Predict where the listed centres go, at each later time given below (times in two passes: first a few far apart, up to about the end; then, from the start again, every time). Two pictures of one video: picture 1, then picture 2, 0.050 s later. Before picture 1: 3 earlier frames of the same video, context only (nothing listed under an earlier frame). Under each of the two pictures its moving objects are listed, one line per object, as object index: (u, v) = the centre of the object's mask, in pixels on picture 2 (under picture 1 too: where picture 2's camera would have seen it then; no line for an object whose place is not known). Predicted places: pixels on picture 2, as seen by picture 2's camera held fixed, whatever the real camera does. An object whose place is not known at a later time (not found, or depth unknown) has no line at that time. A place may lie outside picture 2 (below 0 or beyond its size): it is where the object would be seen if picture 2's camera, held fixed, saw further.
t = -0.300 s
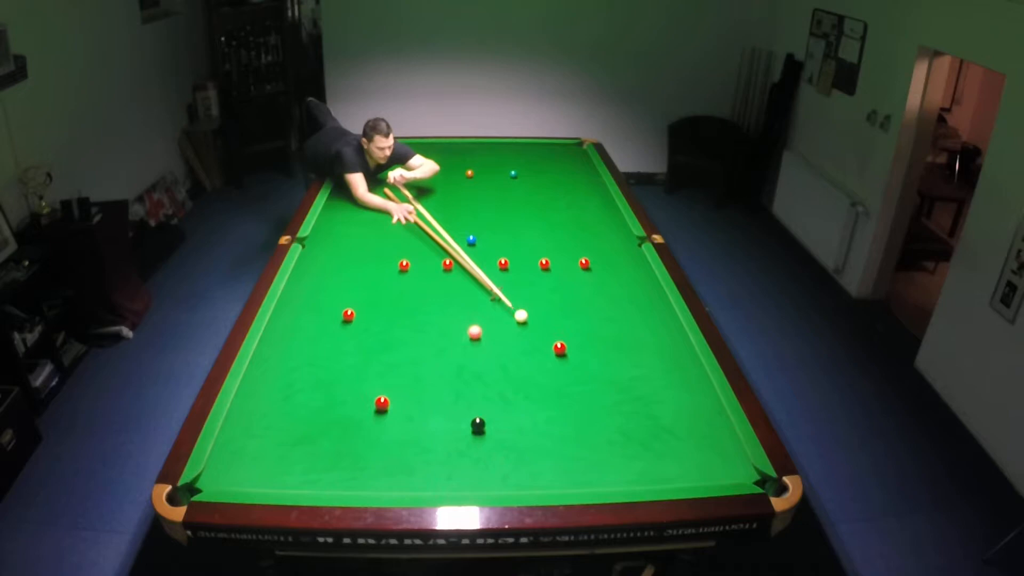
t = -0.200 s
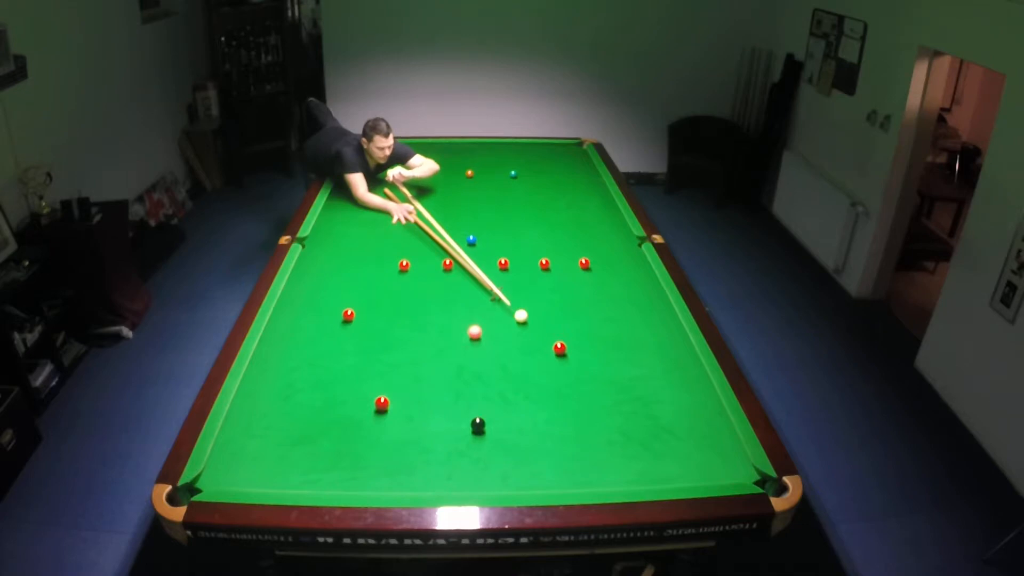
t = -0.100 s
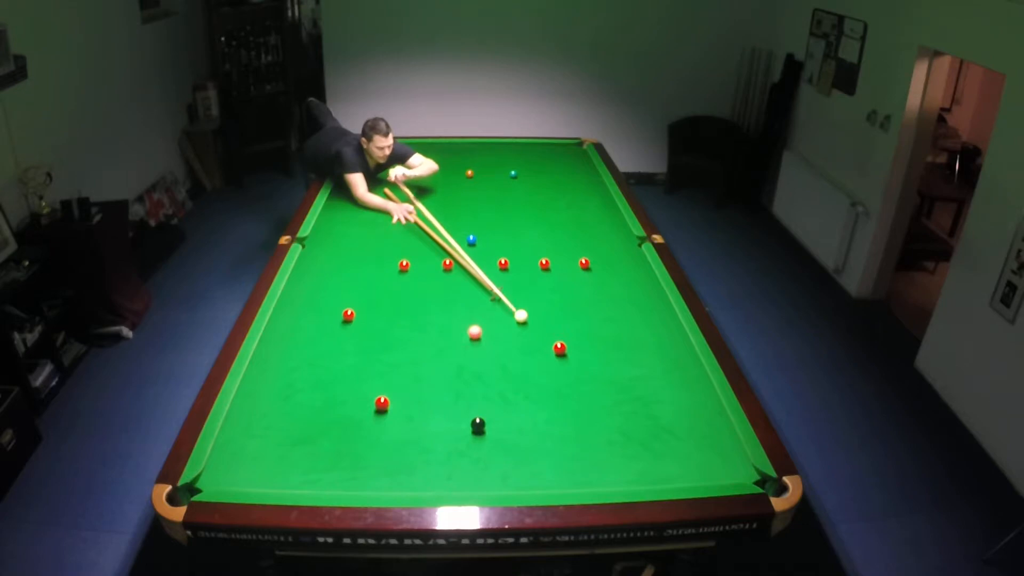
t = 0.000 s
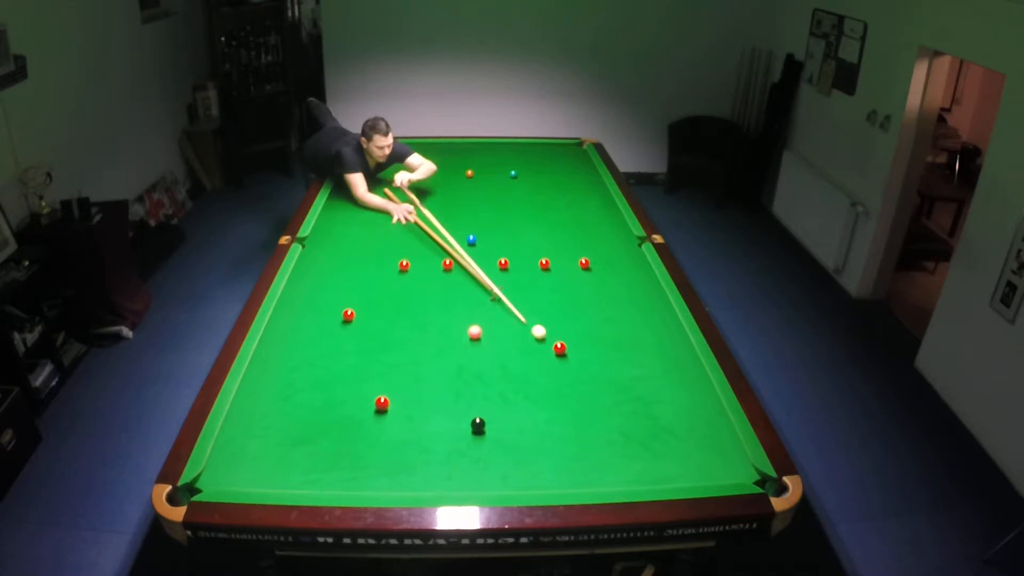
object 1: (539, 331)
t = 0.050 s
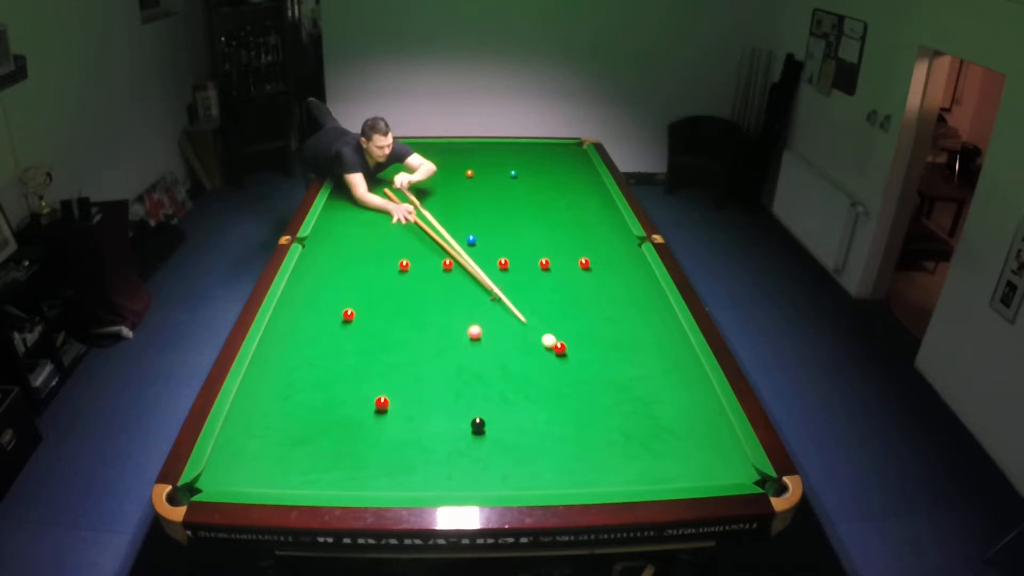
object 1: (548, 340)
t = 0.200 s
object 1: (547, 344)
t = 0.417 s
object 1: (543, 347)
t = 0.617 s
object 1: (540, 349)
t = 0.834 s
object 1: (538, 351)
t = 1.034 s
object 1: (536, 352)
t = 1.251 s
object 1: (534, 353)
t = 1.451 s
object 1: (534, 353)
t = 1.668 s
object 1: (533, 353)
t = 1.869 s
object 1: (533, 353)
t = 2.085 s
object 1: (533, 353)
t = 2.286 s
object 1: (533, 353)
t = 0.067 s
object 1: (550, 342)
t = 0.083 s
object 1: (550, 343)
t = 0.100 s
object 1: (549, 343)
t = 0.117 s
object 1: (549, 343)
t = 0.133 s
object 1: (548, 343)
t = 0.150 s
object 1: (548, 343)
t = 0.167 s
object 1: (548, 344)
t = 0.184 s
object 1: (548, 344)
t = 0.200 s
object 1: (547, 344)
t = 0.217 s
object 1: (547, 344)
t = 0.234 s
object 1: (546, 345)
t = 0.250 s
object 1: (546, 345)
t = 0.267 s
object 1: (546, 345)
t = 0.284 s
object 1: (545, 345)
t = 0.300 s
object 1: (545, 345)
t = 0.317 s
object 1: (545, 346)
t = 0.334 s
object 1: (545, 346)
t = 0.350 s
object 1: (544, 346)
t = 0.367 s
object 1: (544, 346)
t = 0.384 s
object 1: (544, 346)
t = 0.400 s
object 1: (543, 347)
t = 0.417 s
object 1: (543, 347)
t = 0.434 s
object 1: (543, 347)
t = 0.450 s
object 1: (543, 347)
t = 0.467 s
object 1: (542, 347)
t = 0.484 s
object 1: (542, 348)
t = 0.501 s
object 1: (542, 348)
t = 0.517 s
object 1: (542, 348)
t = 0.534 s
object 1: (541, 348)
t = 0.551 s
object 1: (541, 348)
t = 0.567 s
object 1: (541, 349)
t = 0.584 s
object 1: (541, 349)
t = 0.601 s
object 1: (540, 349)
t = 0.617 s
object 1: (540, 349)
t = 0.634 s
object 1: (540, 349)
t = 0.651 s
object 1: (540, 349)
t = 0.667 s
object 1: (540, 349)
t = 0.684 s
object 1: (539, 349)
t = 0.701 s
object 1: (539, 350)
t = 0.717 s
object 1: (539, 350)
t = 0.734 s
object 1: (539, 350)
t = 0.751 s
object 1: (538, 350)
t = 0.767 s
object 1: (538, 350)
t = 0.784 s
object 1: (538, 350)
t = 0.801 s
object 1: (538, 350)
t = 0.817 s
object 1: (538, 351)
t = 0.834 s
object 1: (538, 351)
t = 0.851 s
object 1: (537, 351)
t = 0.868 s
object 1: (537, 351)
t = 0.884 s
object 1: (537, 351)
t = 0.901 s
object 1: (537, 351)
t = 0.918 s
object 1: (537, 351)
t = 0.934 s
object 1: (536, 351)
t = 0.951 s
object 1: (536, 352)
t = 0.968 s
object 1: (536, 352)
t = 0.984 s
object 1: (536, 352)
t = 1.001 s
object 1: (536, 352)
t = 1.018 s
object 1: (536, 352)
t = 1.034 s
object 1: (536, 352)
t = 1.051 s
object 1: (535, 352)
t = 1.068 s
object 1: (535, 352)
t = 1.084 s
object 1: (535, 352)
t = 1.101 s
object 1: (535, 352)
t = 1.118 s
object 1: (535, 352)
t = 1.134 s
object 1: (535, 352)
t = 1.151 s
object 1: (535, 352)
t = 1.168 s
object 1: (535, 353)
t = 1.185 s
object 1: (534, 352)
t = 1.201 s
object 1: (534, 353)
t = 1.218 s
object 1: (534, 353)
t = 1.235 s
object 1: (534, 353)
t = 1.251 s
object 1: (534, 353)
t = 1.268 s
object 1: (534, 353)
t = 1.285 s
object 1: (534, 353)
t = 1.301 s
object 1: (534, 353)
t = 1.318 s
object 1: (534, 353)
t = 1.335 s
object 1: (534, 353)
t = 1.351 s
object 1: (534, 353)
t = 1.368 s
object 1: (534, 353)
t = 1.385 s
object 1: (534, 353)
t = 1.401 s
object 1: (534, 353)
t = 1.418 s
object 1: (534, 353)
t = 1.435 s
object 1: (534, 353)
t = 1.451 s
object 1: (534, 353)
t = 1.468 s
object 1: (534, 353)
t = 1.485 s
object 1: (534, 353)
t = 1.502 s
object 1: (533, 353)
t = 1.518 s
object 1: (533, 353)
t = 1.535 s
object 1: (533, 353)
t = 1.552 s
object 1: (533, 353)
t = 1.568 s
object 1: (533, 353)
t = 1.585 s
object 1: (533, 353)
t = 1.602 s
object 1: (533, 353)
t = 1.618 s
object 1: (533, 353)
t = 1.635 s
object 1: (533, 353)
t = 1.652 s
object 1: (533, 353)
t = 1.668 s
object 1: (533, 353)
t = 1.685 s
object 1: (533, 353)
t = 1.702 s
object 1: (533, 353)
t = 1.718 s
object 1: (533, 353)
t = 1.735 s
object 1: (533, 353)
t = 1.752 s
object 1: (533, 353)
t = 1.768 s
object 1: (533, 353)
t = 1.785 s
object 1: (533, 353)
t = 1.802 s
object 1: (533, 353)
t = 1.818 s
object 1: (533, 353)
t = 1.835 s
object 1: (533, 353)
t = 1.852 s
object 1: (533, 353)
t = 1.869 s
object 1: (533, 353)
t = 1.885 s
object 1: (533, 353)
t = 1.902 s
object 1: (533, 353)
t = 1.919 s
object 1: (533, 353)
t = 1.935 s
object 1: (533, 353)
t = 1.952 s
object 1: (533, 353)
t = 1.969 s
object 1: (533, 353)
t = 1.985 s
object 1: (533, 353)
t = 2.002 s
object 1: (533, 353)
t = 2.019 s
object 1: (533, 353)
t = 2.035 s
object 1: (533, 353)
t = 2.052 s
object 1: (533, 353)
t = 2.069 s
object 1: (533, 353)
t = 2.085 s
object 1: (533, 353)
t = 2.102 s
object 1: (533, 353)
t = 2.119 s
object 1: (533, 353)
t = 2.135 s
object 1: (533, 353)
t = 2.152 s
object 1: (533, 353)
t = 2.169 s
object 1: (533, 353)
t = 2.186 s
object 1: (533, 353)
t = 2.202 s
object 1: (533, 353)
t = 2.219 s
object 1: (533, 353)
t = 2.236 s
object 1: (533, 353)
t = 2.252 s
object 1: (533, 353)
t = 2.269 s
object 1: (533, 353)
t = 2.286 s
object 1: (533, 353)
